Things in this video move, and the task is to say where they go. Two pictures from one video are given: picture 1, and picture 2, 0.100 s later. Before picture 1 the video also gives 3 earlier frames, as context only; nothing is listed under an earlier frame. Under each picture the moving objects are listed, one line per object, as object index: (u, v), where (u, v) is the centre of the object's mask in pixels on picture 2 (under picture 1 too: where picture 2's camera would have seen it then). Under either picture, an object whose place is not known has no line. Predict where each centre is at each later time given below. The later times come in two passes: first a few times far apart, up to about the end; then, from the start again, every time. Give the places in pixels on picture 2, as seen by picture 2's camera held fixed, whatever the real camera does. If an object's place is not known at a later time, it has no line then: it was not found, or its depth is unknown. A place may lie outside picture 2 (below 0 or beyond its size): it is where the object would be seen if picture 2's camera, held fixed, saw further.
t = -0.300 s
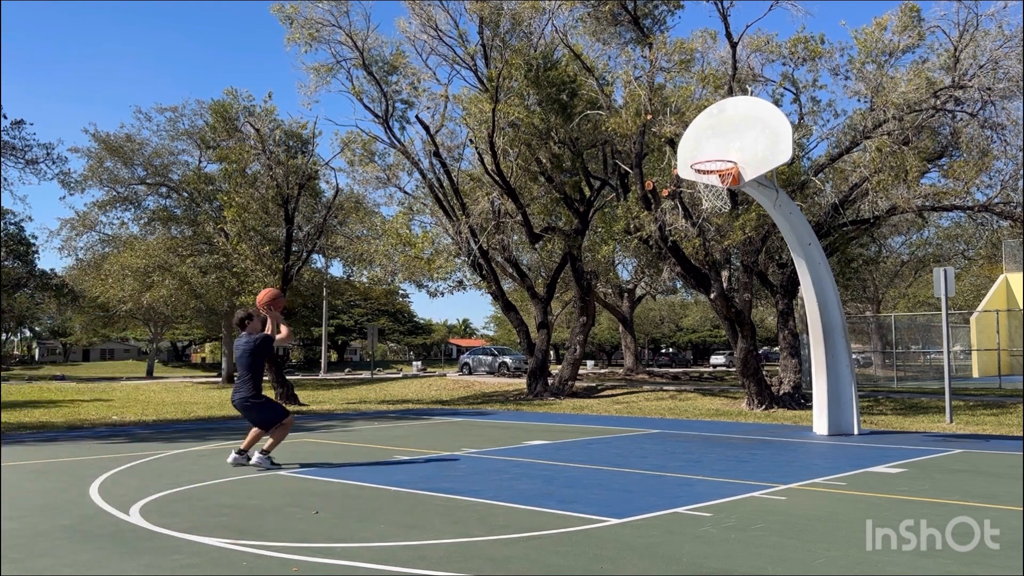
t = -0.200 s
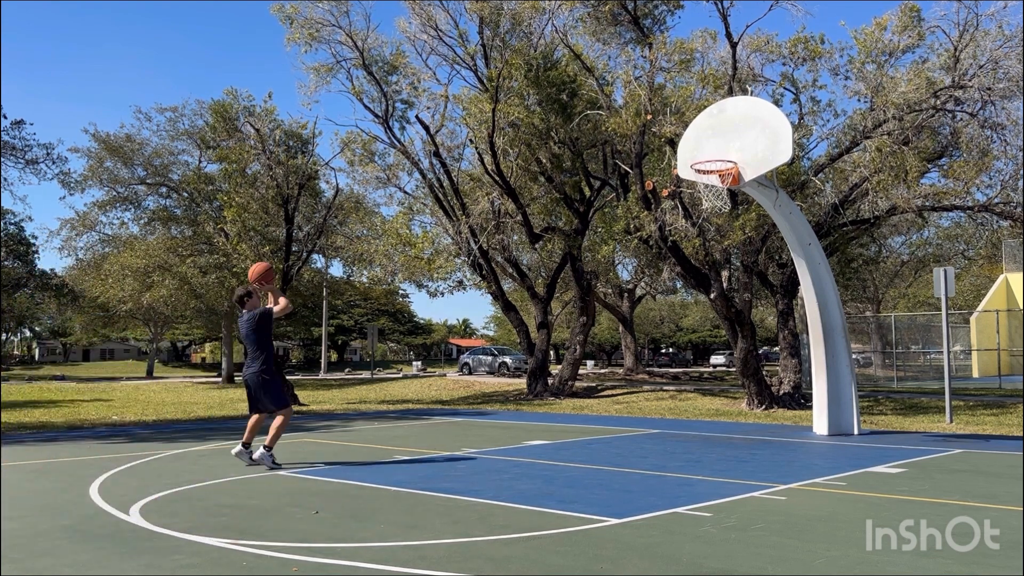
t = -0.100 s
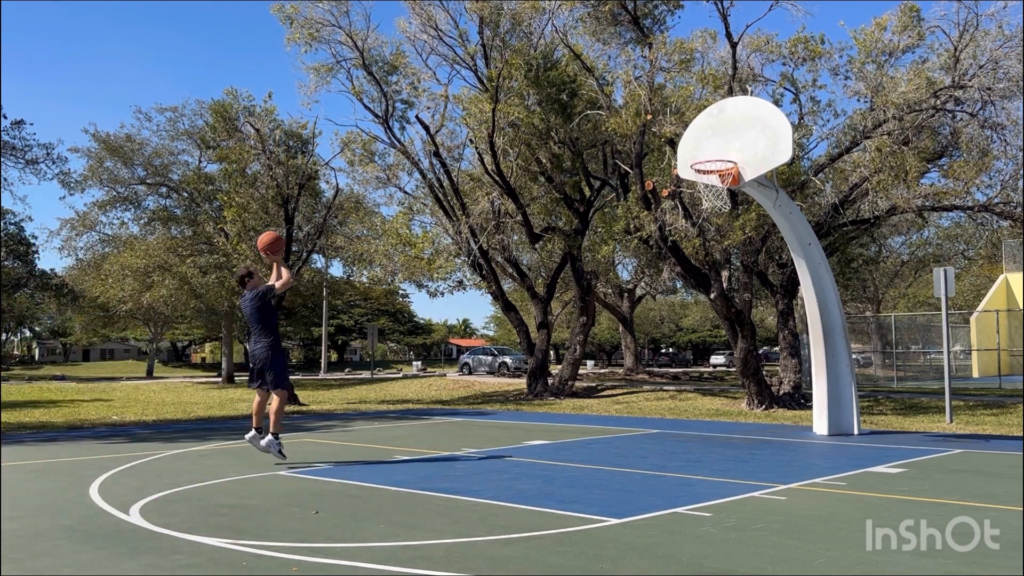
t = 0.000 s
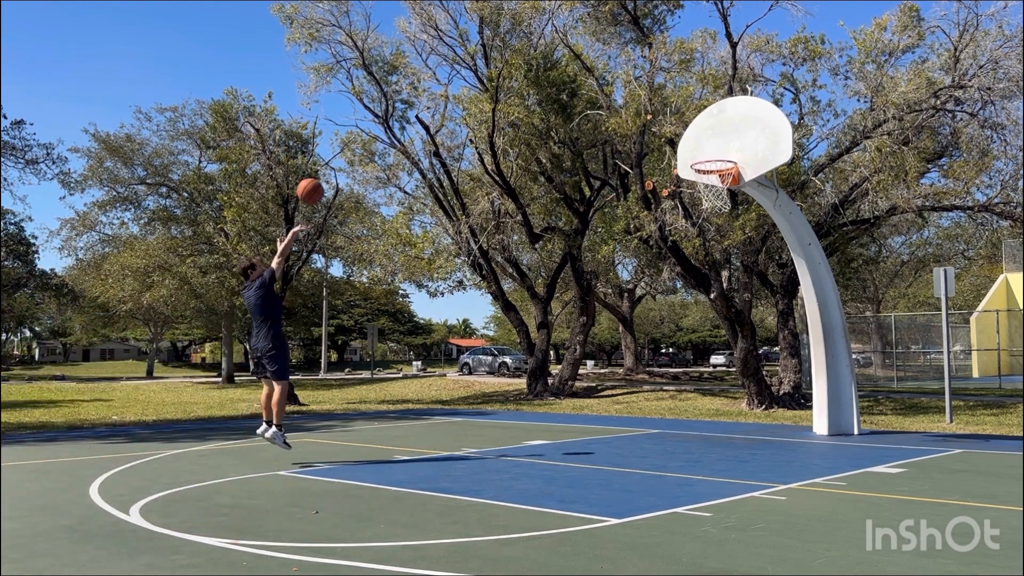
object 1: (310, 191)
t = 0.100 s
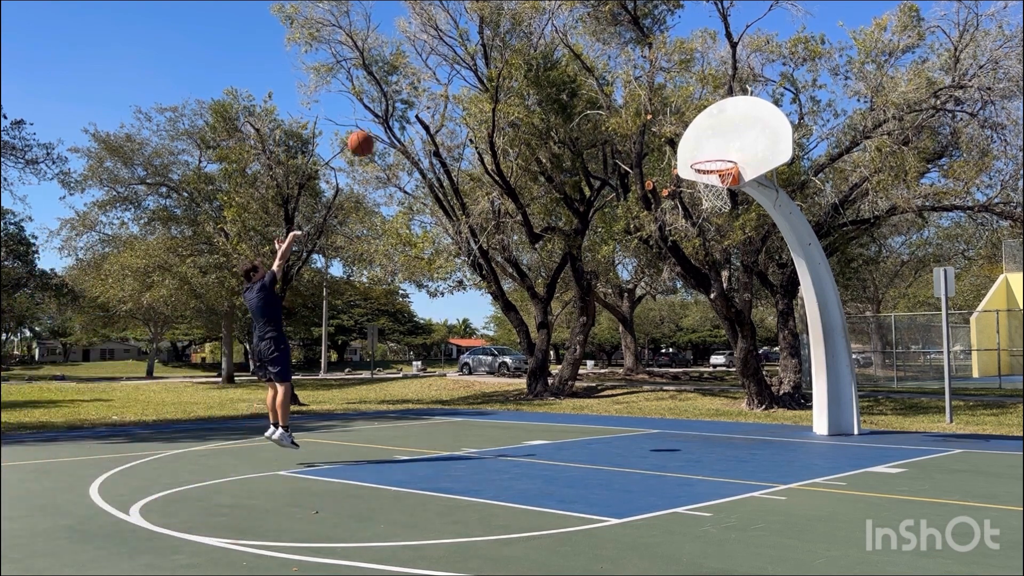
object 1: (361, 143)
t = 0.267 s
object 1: (439, 91)
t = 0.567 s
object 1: (569, 68)
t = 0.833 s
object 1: (676, 117)
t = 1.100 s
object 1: (697, 187)
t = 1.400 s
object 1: (688, 261)
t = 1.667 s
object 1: (682, 401)
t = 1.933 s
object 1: (682, 346)
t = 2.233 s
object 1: (688, 273)
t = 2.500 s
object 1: (695, 283)
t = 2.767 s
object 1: (705, 369)
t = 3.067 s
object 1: (712, 388)
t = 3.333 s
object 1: (711, 329)
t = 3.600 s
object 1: (712, 351)
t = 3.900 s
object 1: (719, 451)
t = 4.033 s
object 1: (718, 402)
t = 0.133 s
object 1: (376, 131)
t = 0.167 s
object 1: (393, 119)
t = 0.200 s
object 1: (409, 108)
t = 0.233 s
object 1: (424, 99)
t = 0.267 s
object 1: (439, 91)
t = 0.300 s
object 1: (454, 84)
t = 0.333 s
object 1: (470, 78)
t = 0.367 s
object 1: (484, 73)
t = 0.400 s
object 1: (499, 70)
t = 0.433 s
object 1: (513, 67)
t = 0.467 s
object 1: (528, 65)
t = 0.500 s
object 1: (542, 65)
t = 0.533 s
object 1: (556, 66)
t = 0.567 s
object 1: (569, 68)
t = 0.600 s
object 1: (583, 71)
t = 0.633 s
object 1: (597, 74)
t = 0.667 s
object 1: (611, 79)
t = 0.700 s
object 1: (624, 85)
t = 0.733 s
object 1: (637, 91)
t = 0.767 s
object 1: (650, 99)
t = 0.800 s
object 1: (663, 108)
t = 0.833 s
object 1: (676, 117)
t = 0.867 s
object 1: (689, 128)
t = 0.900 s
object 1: (702, 139)
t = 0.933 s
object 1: (715, 150)
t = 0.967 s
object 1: (724, 162)
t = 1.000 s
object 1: (715, 170)
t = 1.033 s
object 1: (705, 177)
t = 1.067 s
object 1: (700, 181)
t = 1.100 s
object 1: (697, 187)
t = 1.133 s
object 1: (696, 192)
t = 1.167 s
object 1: (695, 196)
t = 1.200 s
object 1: (694, 202)
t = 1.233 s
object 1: (693, 210)
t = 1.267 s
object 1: (692, 218)
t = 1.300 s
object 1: (691, 227)
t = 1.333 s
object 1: (690, 237)
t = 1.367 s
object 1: (689, 248)
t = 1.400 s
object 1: (688, 261)
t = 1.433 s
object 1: (687, 275)
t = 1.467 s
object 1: (687, 289)
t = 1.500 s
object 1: (686, 305)
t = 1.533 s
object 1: (685, 322)
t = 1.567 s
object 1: (683, 340)
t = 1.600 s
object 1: (683, 359)
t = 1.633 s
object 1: (682, 380)
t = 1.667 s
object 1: (682, 401)
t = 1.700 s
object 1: (681, 424)
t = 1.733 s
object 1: (681, 443)
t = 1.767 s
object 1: (681, 424)
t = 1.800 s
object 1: (681, 406)
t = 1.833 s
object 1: (681, 389)
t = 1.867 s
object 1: (681, 373)
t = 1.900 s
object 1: (682, 359)
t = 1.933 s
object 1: (682, 346)
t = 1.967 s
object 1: (682, 333)
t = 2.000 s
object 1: (683, 322)
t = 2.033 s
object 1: (684, 311)
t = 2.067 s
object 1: (685, 302)
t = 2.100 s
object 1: (685, 294)
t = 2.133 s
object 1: (686, 287)
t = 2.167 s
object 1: (686, 281)
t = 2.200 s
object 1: (687, 276)
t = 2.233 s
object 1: (688, 273)
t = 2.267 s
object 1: (689, 270)
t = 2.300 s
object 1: (690, 269)
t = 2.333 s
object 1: (691, 268)
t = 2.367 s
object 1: (691, 269)
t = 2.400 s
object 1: (692, 271)
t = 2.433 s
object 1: (693, 274)
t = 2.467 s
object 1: (694, 278)
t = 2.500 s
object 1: (695, 283)
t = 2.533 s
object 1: (696, 289)
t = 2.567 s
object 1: (697, 296)
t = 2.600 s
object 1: (699, 306)
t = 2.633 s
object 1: (700, 315)
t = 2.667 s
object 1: (701, 327)
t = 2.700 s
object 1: (703, 340)
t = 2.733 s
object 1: (704, 354)
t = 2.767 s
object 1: (705, 369)
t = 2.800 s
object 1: (707, 386)
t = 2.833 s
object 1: (709, 404)
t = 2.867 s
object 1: (710, 423)
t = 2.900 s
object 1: (712, 444)
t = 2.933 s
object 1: (713, 447)
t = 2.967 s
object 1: (713, 430)
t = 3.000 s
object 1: (712, 415)
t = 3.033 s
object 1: (712, 401)
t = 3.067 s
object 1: (712, 388)
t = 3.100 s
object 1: (711, 377)
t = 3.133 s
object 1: (711, 366)
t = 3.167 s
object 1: (711, 357)
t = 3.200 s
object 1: (711, 349)
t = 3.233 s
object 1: (711, 342)
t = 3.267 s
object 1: (711, 337)
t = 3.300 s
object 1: (711, 333)
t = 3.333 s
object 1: (711, 329)
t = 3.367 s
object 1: (711, 328)
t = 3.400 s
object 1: (711, 327)
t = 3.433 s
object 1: (711, 328)
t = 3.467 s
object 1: (711, 330)
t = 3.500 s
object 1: (711, 333)
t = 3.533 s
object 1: (711, 337)
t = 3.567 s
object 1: (712, 344)
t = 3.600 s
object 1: (712, 351)
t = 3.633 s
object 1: (713, 359)
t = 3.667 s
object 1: (714, 369)
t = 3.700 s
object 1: (714, 380)
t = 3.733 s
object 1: (715, 393)
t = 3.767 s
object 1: (716, 407)
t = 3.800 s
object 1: (717, 423)
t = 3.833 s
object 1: (718, 440)
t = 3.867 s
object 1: (719, 459)
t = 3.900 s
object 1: (719, 451)
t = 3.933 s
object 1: (718, 437)
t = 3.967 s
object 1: (718, 424)
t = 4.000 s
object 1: (718, 412)
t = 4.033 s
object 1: (718, 402)
